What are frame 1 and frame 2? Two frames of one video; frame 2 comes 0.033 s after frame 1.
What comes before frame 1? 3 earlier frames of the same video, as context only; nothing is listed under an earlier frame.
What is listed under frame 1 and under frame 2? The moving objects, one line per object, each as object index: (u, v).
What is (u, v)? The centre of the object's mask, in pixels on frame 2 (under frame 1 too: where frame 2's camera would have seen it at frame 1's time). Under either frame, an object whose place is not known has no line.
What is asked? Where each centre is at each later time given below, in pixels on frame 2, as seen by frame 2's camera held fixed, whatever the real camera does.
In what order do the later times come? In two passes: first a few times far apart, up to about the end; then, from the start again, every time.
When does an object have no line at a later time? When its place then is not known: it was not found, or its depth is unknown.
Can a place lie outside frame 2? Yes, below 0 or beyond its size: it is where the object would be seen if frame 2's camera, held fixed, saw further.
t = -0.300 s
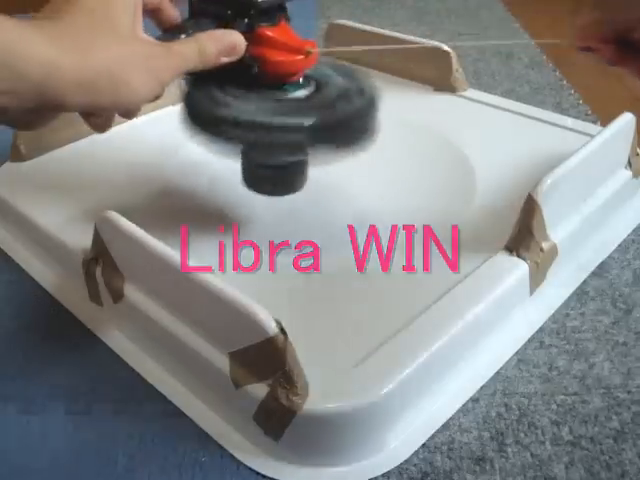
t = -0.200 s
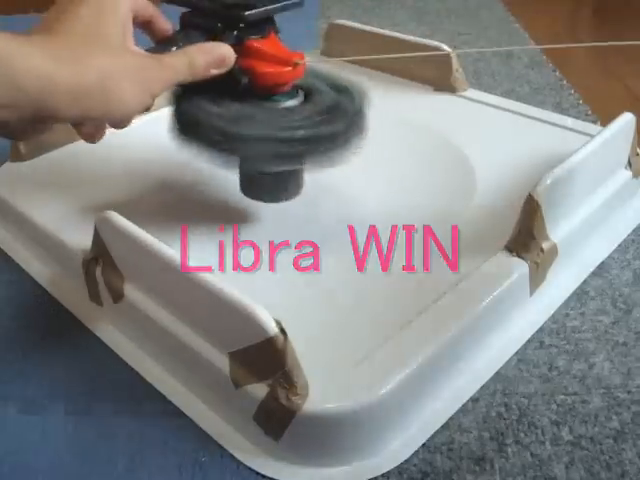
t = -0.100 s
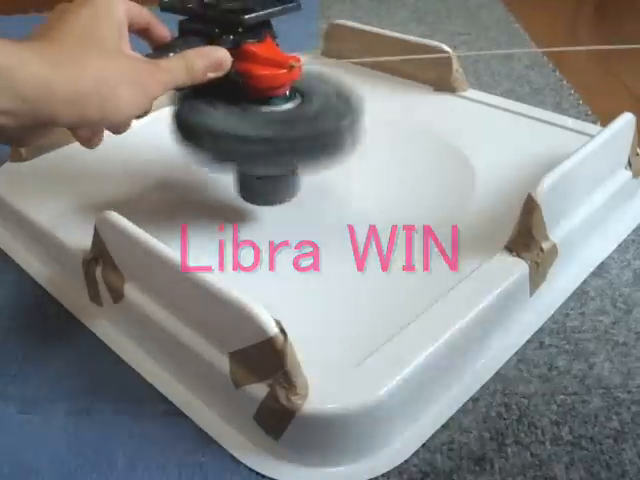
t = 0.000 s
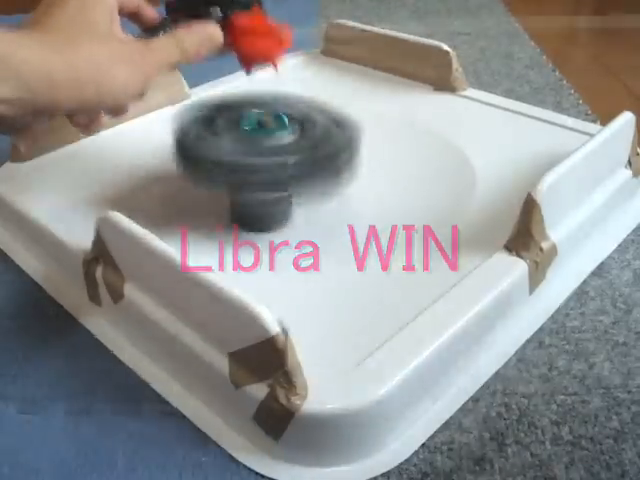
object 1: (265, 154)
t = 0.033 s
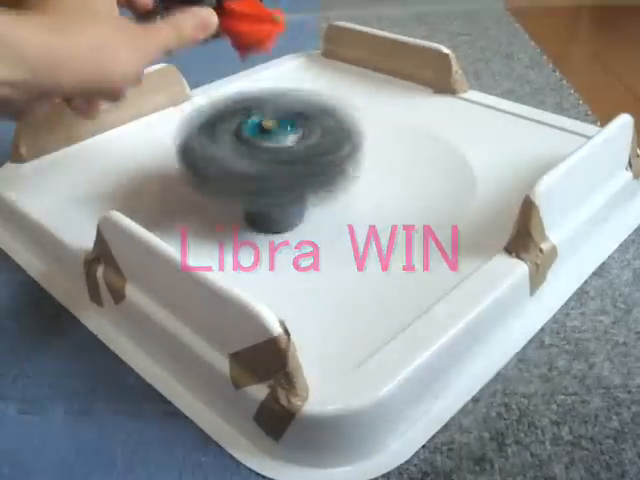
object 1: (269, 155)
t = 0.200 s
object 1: (297, 148)
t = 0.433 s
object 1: (353, 128)
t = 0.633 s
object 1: (365, 115)
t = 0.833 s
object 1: (330, 105)
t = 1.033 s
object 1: (306, 114)
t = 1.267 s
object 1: (299, 133)
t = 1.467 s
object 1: (320, 145)
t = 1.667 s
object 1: (350, 147)
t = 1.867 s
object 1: (362, 138)
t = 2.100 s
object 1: (341, 129)
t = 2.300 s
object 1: (308, 129)
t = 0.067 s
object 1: (274, 148)
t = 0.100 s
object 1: (278, 153)
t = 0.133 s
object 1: (284, 151)
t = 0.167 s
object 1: (290, 145)
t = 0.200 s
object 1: (297, 148)
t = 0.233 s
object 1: (306, 145)
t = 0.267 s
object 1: (313, 144)
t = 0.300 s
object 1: (320, 140)
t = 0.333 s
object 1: (328, 140)
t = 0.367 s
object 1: (337, 135)
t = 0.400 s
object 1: (346, 134)
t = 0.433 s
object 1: (353, 128)
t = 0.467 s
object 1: (360, 127)
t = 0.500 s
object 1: (365, 123)
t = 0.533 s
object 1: (368, 121)
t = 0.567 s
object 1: (368, 118)
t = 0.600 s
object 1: (368, 116)
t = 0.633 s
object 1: (365, 115)
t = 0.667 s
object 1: (360, 113)
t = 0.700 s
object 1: (354, 110)
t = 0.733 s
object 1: (347, 110)
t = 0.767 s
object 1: (341, 108)
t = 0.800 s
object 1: (335, 106)
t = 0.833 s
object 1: (330, 105)
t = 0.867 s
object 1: (325, 105)
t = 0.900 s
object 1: (321, 108)
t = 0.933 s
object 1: (317, 107)
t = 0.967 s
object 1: (313, 110)
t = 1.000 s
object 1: (309, 113)
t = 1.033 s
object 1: (306, 114)
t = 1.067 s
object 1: (303, 119)
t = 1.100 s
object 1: (301, 122)
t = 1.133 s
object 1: (300, 122)
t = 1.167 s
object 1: (297, 128)
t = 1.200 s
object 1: (298, 128)
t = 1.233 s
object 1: (298, 132)
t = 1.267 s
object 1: (299, 133)
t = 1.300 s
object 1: (302, 136)
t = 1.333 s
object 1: (304, 140)
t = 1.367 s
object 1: (307, 139)
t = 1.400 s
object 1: (311, 143)
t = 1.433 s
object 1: (315, 143)
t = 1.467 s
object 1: (320, 145)
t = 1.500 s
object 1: (325, 147)
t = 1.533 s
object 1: (329, 147)
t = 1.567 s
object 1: (334, 148)
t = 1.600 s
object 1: (340, 147)
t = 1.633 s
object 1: (344, 147)
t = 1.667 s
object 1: (350, 147)
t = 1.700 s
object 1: (353, 145)
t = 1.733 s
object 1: (357, 145)
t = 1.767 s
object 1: (359, 142)
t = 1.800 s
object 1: (361, 142)
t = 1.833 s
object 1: (361, 140)
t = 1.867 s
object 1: (362, 138)
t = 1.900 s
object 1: (360, 137)
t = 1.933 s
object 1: (358, 135)
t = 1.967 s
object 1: (355, 135)
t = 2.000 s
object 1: (352, 133)
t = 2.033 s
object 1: (348, 132)
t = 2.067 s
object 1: (344, 130)
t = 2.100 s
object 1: (341, 129)
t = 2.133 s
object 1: (335, 129)
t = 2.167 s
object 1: (331, 128)
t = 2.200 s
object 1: (324, 129)
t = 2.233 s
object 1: (319, 129)
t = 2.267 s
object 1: (314, 129)
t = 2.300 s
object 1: (308, 129)
